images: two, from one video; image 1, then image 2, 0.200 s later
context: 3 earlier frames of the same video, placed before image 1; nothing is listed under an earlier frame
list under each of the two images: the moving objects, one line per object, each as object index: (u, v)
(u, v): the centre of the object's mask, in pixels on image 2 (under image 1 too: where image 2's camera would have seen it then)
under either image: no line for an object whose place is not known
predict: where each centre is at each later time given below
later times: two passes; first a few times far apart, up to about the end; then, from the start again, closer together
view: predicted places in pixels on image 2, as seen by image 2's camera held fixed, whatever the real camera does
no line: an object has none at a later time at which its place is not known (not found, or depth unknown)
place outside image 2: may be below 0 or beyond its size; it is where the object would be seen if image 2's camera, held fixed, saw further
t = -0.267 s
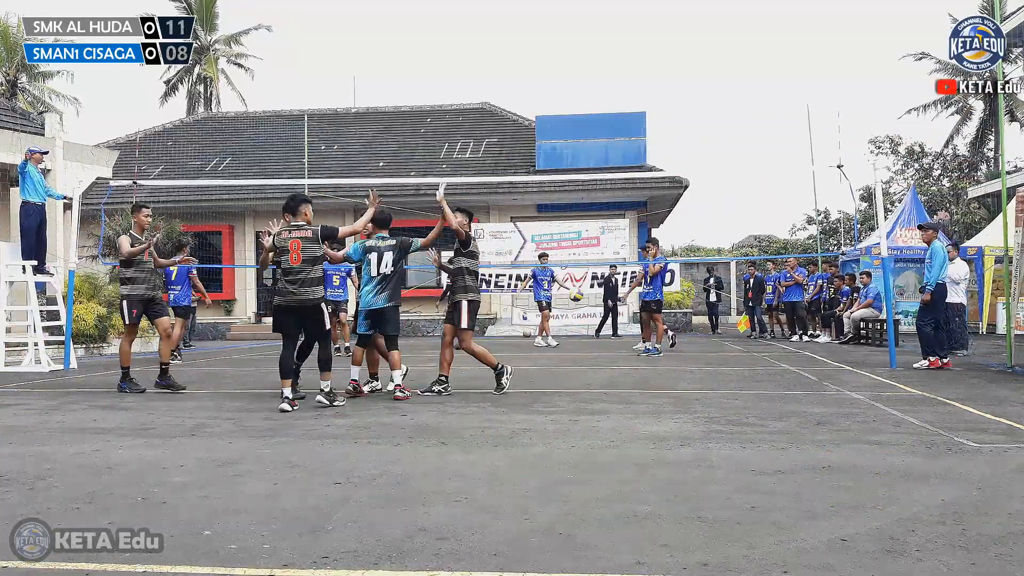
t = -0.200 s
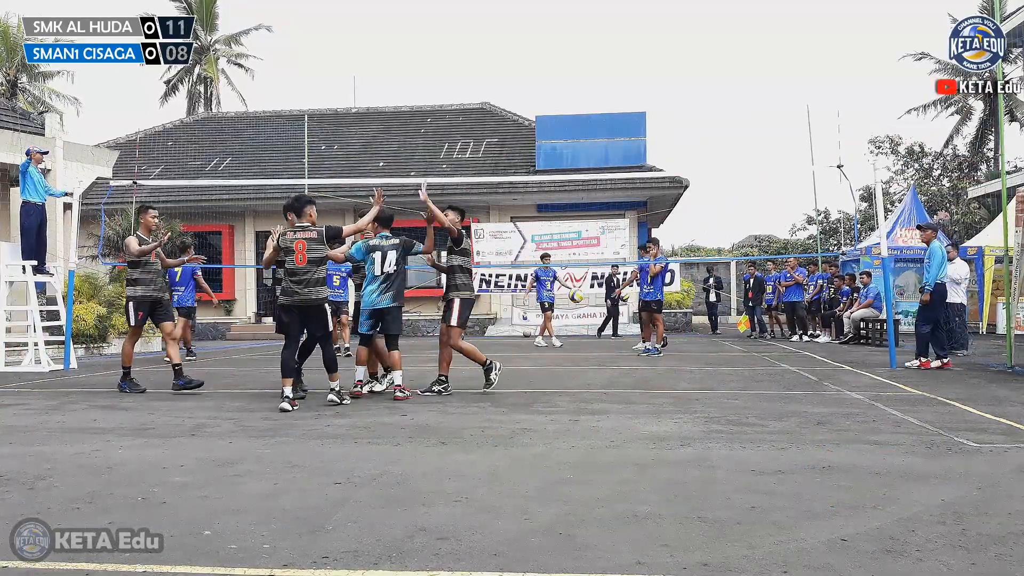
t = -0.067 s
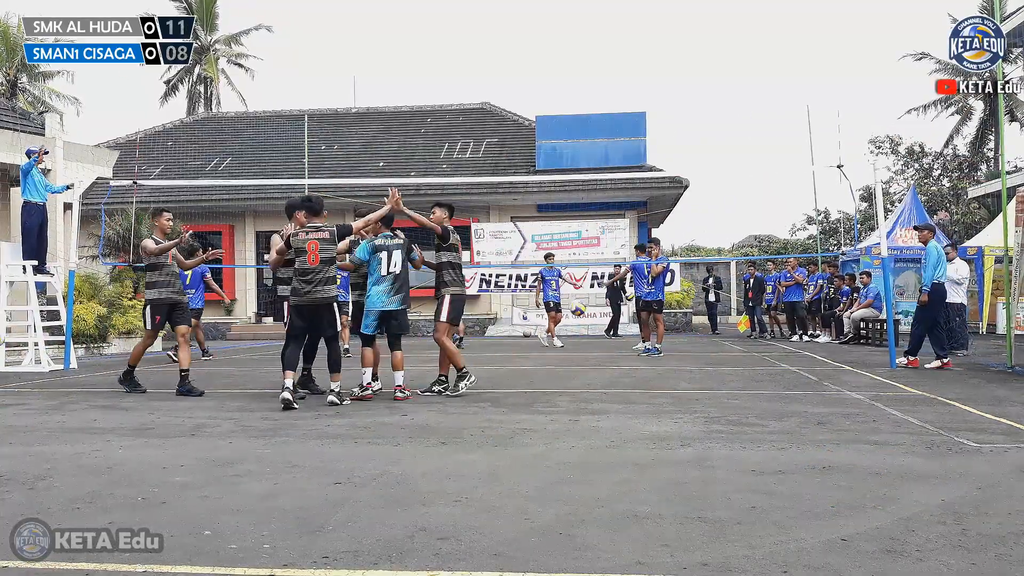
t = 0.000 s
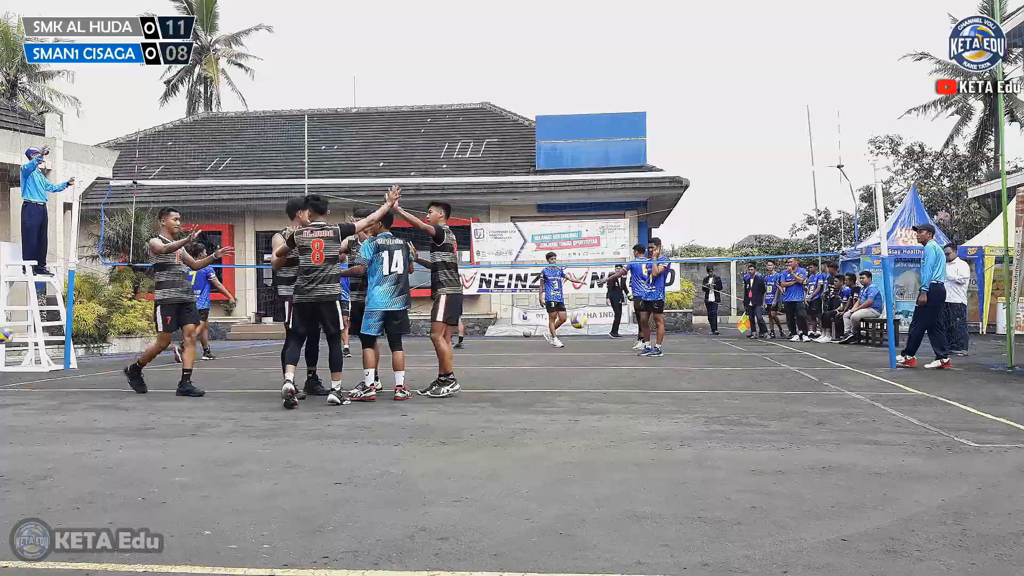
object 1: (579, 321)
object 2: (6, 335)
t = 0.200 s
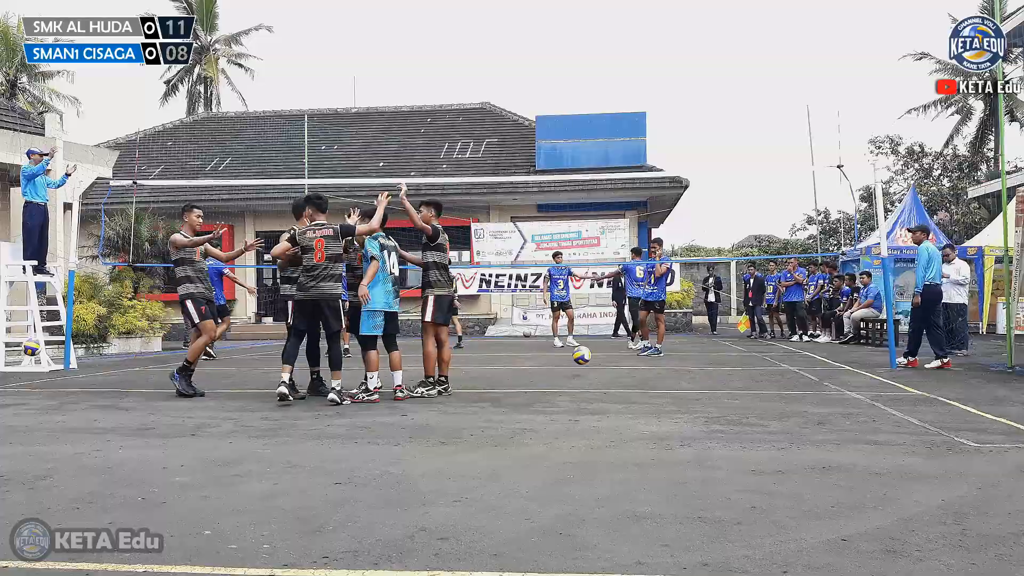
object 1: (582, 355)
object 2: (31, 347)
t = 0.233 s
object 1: (582, 348)
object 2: (36, 353)
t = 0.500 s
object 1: (584, 323)
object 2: (71, 344)
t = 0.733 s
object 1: (588, 367)
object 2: (99, 351)
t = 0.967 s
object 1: (592, 356)
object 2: (128, 351)
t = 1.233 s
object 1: (601, 353)
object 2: (159, 359)
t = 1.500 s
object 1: (617, 458)
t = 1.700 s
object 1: (642, 408)
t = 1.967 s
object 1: (712, 551)
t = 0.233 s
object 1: (582, 348)
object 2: (36, 353)
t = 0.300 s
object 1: (582, 336)
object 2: (46, 365)
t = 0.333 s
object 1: (582, 332)
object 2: (50, 366)
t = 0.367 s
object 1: (582, 328)
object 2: (55, 360)
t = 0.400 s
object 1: (583, 325)
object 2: (59, 354)
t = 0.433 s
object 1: (583, 323)
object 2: (62, 350)
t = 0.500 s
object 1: (584, 323)
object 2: (71, 344)
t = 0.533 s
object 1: (584, 325)
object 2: (75, 342)
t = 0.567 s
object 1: (585, 329)
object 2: (80, 341)
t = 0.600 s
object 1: (586, 333)
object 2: (84, 342)
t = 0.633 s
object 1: (586, 339)
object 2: (88, 342)
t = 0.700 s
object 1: (587, 356)
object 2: (95, 347)
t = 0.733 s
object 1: (588, 367)
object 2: (99, 351)
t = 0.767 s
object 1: (589, 380)
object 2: (103, 355)
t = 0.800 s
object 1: (590, 396)
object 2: (107, 361)
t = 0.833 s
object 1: (590, 392)
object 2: (111, 367)
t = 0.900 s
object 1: (591, 371)
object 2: (120, 357)
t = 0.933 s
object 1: (592, 363)
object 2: (124, 353)
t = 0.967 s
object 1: (592, 356)
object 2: (128, 351)
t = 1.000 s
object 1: (593, 350)
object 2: (131, 349)
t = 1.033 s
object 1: (594, 345)
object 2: (135, 347)
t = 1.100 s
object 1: (596, 341)
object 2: (144, 348)
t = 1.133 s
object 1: (597, 341)
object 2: (146, 350)
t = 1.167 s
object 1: (598, 343)
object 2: (152, 351)
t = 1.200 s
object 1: (599, 347)
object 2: (155, 355)
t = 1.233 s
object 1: (601, 353)
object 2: (159, 359)
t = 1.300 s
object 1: (604, 373)
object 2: (167, 363)
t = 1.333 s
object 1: (605, 388)
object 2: (171, 358)
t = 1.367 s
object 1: (607, 406)
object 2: (175, 355)
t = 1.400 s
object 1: (610, 427)
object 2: (179, 353)
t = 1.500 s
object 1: (617, 458)
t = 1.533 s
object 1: (620, 444)
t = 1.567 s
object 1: (624, 433)
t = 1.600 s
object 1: (628, 423)
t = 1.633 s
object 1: (632, 416)
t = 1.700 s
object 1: (642, 408)
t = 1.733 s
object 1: (647, 409)
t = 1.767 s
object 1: (654, 414)
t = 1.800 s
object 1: (661, 423)
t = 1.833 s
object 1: (669, 437)
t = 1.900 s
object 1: (688, 487)
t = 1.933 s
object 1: (700, 525)
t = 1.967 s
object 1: (712, 551)
